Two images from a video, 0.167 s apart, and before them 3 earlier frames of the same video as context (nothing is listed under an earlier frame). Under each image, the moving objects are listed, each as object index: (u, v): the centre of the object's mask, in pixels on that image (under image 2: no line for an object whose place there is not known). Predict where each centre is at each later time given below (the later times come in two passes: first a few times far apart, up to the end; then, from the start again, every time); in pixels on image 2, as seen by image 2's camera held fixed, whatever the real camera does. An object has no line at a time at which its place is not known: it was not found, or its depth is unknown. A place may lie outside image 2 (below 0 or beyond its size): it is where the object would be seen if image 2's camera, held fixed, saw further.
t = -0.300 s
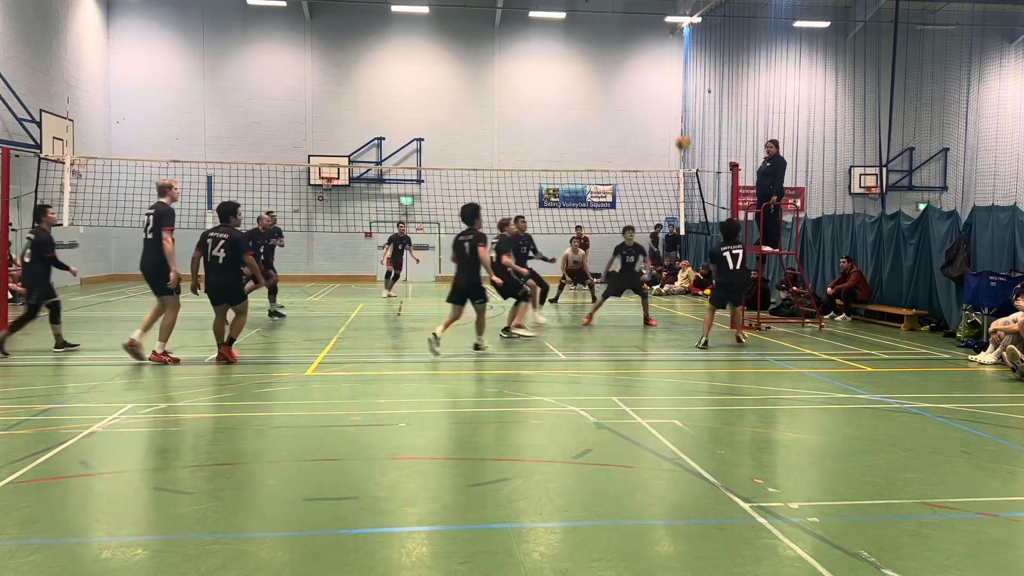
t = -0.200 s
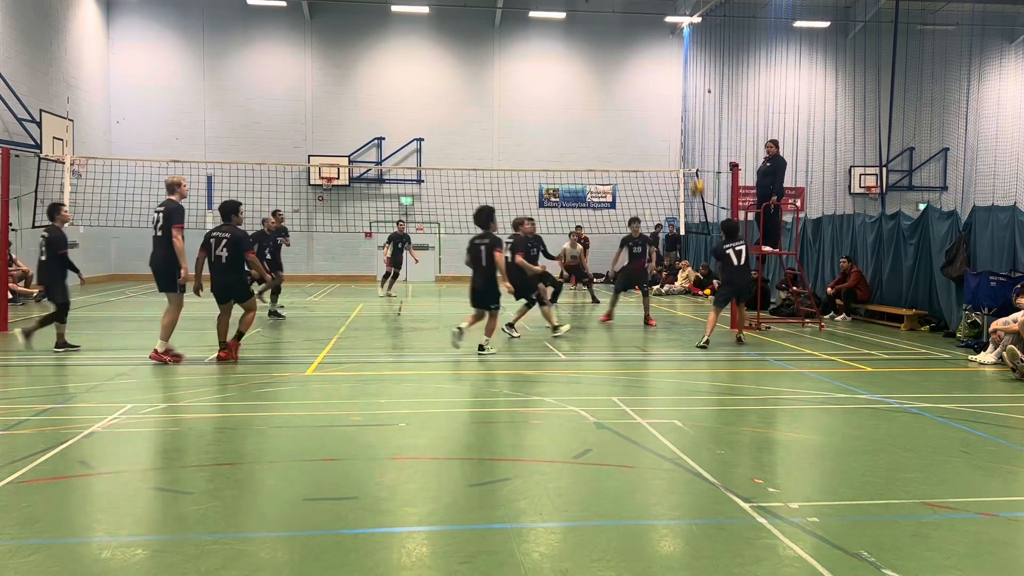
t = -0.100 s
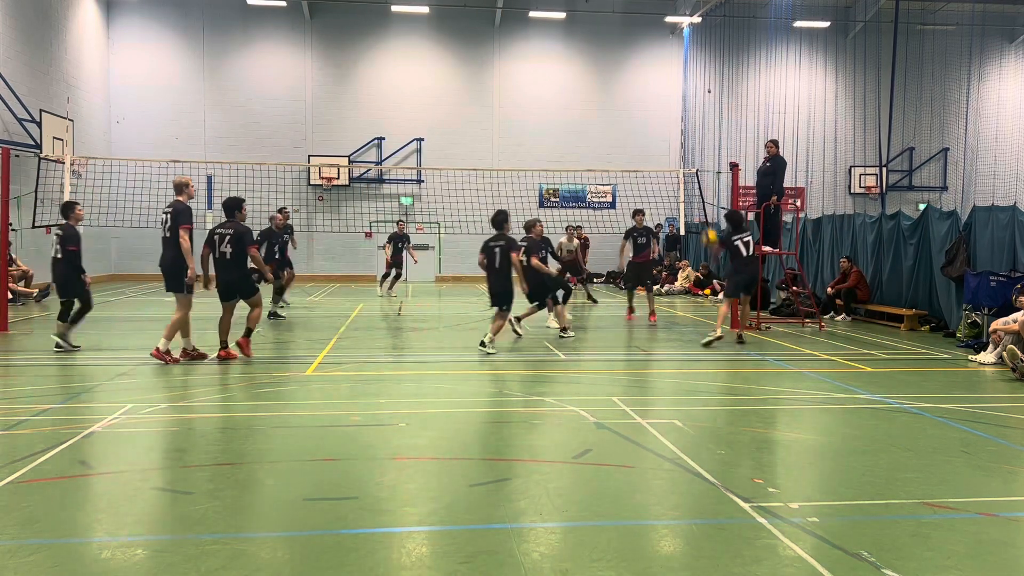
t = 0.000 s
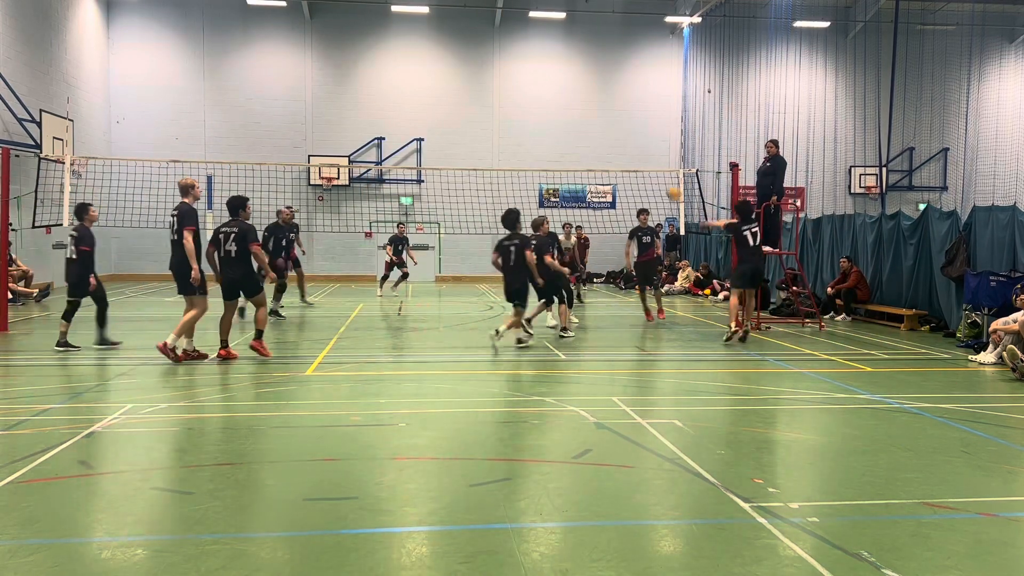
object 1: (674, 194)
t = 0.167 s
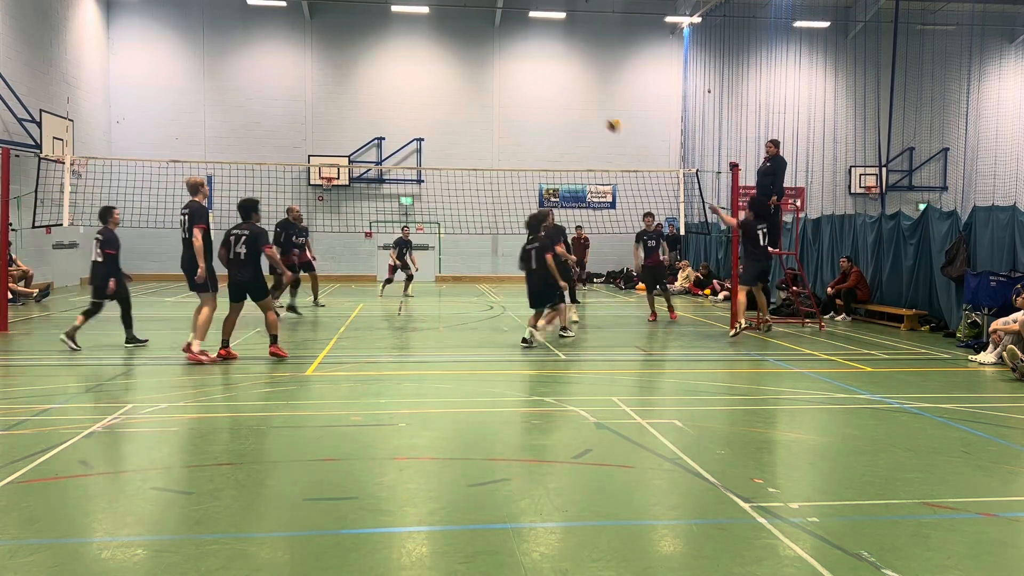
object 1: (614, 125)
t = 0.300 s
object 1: (569, 88)
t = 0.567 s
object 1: (492, 57)
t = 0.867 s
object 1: (421, 75)
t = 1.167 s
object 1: (362, 135)
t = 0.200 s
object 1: (602, 114)
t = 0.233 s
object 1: (591, 105)
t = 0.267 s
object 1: (580, 96)
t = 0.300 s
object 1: (569, 88)
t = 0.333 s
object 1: (558, 82)
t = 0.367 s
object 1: (548, 76)
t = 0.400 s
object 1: (538, 71)
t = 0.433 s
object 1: (528, 67)
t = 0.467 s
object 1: (519, 63)
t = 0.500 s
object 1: (510, 61)
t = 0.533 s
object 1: (500, 59)
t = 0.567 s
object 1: (492, 57)
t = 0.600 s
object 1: (484, 57)
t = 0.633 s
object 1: (475, 57)
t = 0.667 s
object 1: (467, 58)
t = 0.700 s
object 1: (459, 59)
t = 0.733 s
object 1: (451, 61)
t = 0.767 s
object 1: (443, 64)
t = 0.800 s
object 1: (435, 68)
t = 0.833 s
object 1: (428, 71)
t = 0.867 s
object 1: (421, 75)
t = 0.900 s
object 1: (413, 80)
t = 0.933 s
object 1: (406, 85)
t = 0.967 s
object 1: (399, 92)
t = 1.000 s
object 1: (393, 98)
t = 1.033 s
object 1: (386, 105)
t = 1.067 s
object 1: (381, 111)
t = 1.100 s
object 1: (374, 119)
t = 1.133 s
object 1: (368, 127)
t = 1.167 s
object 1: (362, 135)
